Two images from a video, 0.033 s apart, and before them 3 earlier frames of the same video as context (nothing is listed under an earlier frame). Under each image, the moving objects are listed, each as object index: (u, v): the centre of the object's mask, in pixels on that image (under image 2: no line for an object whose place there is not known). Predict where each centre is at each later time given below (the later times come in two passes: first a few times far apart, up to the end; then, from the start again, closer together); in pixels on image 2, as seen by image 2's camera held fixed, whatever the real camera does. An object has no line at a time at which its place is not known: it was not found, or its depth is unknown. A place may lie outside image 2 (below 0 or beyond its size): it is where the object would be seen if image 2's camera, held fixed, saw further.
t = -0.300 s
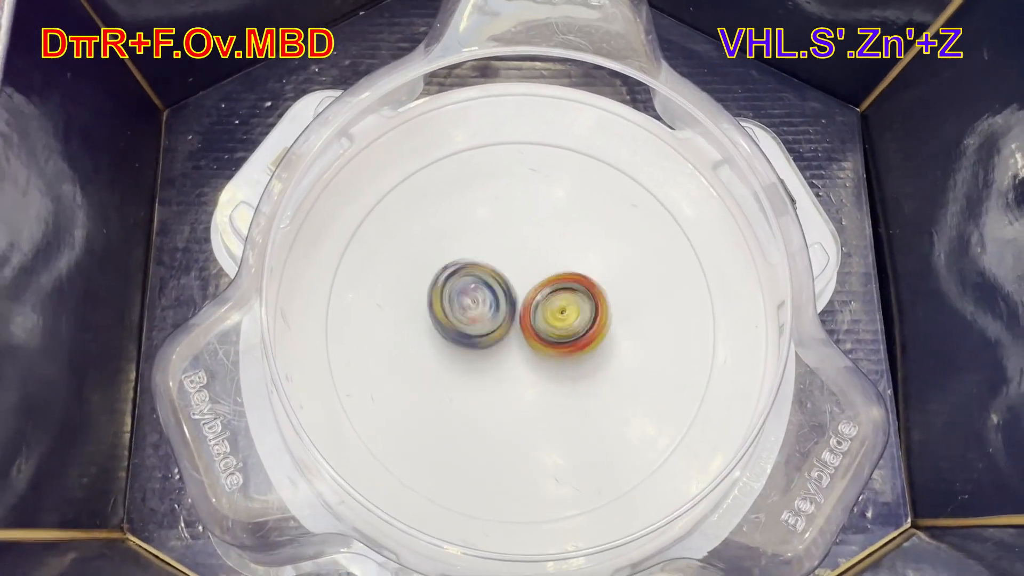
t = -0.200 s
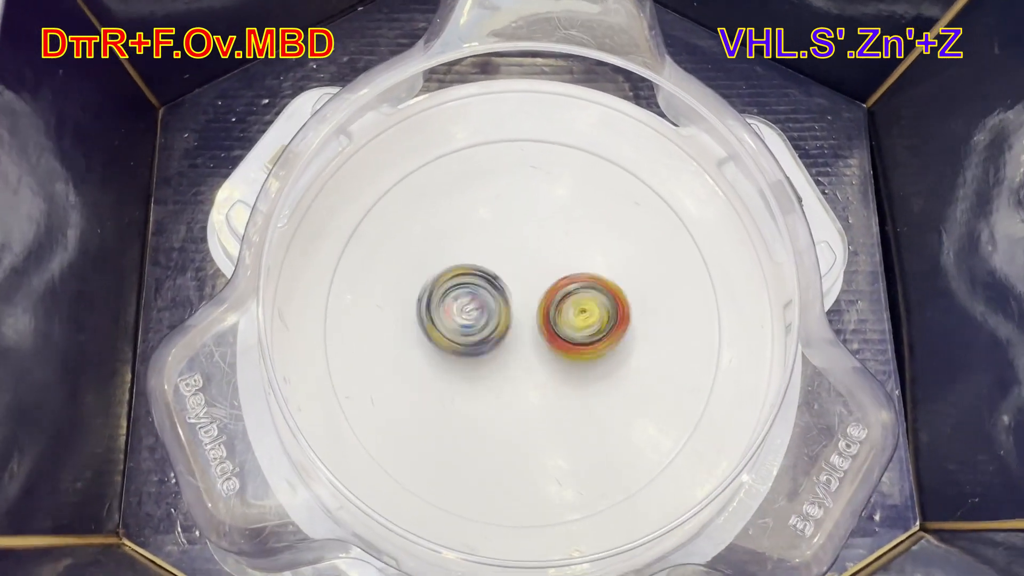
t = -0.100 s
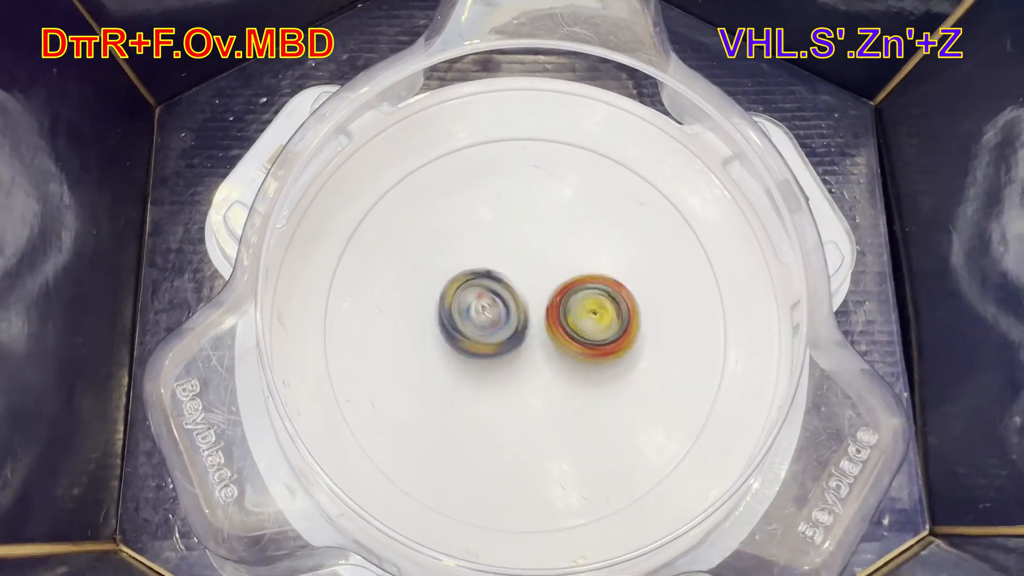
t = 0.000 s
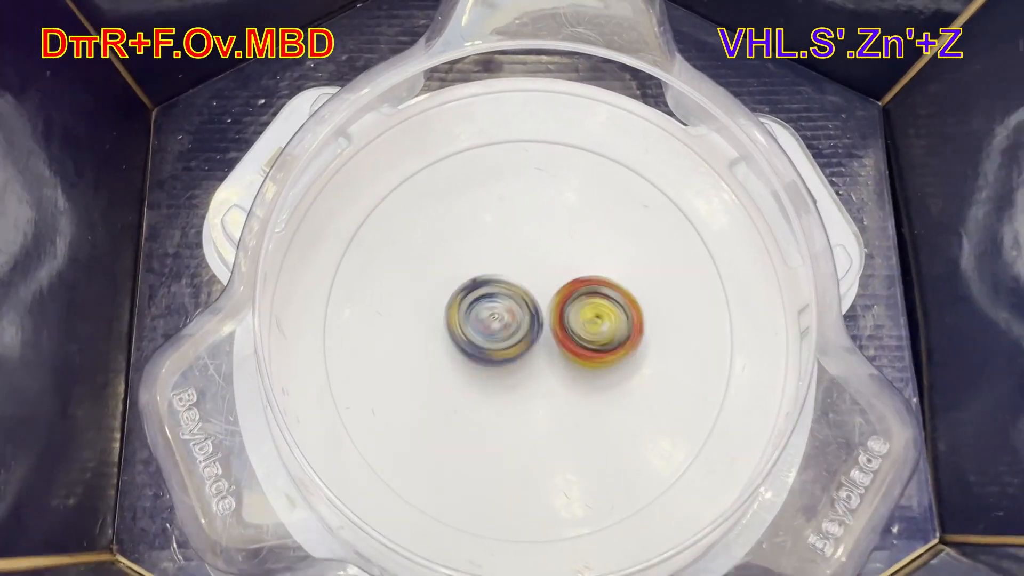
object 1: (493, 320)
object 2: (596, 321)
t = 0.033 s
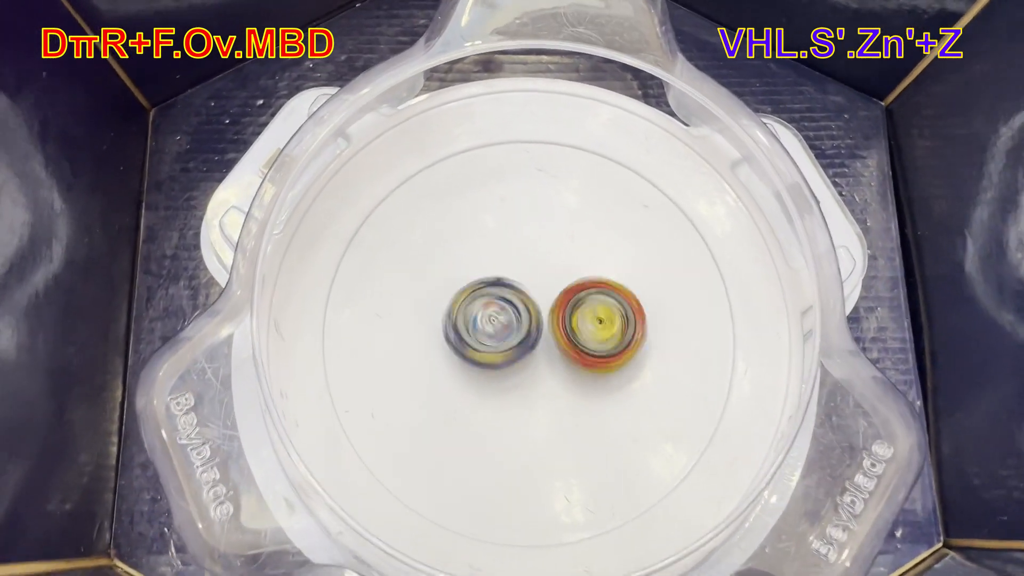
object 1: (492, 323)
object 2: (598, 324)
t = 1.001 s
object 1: (477, 322)
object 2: (576, 329)
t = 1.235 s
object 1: (478, 318)
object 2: (575, 339)
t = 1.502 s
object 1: (467, 312)
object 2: (580, 344)
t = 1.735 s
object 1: (473, 303)
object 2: (573, 333)
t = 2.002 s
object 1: (473, 307)
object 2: (579, 340)
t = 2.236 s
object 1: (487, 315)
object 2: (581, 333)
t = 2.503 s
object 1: (484, 317)
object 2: (583, 323)
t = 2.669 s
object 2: (588, 326)
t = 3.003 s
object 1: (473, 309)
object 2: (580, 336)
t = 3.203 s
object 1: (475, 311)
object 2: (564, 339)
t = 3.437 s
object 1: (479, 304)
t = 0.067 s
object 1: (492, 322)
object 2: (598, 324)
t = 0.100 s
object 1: (493, 321)
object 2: (597, 326)
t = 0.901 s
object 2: (583, 322)
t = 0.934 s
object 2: (581, 324)
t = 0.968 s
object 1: (474, 324)
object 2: (578, 326)
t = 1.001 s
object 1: (477, 322)
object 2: (576, 329)
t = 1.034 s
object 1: (475, 320)
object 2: (580, 332)
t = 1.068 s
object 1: (473, 319)
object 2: (581, 334)
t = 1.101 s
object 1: (471, 319)
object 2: (581, 334)
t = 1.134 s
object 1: (471, 320)
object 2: (580, 335)
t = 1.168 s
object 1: (473, 321)
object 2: (577, 337)
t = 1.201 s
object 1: (476, 320)
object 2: (575, 338)
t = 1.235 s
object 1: (478, 318)
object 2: (575, 339)
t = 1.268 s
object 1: (475, 313)
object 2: (577, 340)
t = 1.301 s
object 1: (471, 310)
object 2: (579, 340)
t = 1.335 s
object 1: (468, 310)
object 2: (578, 340)
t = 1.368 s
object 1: (471, 311)
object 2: (577, 340)
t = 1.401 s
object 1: (475, 312)
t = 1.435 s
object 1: (475, 310)
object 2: (575, 342)
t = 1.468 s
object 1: (470, 310)
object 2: (578, 344)
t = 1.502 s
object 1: (467, 312)
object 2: (580, 344)
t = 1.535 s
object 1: (469, 313)
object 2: (580, 343)
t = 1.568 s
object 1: (473, 312)
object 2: (579, 343)
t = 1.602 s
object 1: (478, 308)
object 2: (578, 342)
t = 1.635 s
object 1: (480, 304)
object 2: (576, 340)
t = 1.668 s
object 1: (480, 302)
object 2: (574, 337)
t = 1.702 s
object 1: (477, 302)
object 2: (573, 334)
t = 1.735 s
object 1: (473, 303)
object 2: (573, 333)
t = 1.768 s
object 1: (475, 308)
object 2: (572, 332)
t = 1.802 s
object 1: (476, 311)
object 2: (575, 332)
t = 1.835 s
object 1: (477, 312)
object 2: (576, 333)
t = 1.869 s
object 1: (479, 311)
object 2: (575, 332)
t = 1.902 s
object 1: (480, 309)
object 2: (574, 332)
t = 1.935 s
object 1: (479, 308)
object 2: (573, 333)
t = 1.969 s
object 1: (479, 308)
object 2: (573, 335)
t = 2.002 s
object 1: (473, 307)
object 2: (579, 340)
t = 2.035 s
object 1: (468, 309)
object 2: (580, 344)
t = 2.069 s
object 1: (467, 314)
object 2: (580, 343)
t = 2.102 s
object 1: (470, 319)
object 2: (580, 341)
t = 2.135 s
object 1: (478, 321)
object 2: (580, 337)
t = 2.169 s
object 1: (482, 321)
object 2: (582, 335)
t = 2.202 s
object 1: (486, 318)
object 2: (583, 333)
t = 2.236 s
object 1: (487, 315)
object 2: (581, 333)
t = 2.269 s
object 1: (481, 311)
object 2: (584, 333)
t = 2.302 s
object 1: (475, 309)
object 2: (585, 332)
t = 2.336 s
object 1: (471, 310)
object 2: (584, 332)
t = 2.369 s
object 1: (470, 312)
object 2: (582, 330)
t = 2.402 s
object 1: (472, 315)
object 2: (581, 328)
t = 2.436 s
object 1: (478, 317)
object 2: (580, 326)
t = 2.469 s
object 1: (482, 318)
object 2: (581, 325)
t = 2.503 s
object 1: (484, 317)
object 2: (583, 323)
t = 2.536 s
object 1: (485, 316)
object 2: (583, 322)
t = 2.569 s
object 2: (583, 323)
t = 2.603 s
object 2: (583, 324)
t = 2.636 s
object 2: (586, 325)
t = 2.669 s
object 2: (588, 326)
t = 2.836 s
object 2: (579, 324)
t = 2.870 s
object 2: (581, 326)
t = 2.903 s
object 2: (583, 328)
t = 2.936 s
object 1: (471, 321)
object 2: (582, 331)
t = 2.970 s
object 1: (472, 315)
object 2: (582, 333)
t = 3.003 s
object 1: (473, 309)
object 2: (580, 336)
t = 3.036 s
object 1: (473, 305)
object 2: (578, 339)
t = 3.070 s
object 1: (475, 303)
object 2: (573, 342)
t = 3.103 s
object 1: (478, 303)
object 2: (568, 342)
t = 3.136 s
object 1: (477, 305)
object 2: (564, 341)
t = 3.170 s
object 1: (477, 309)
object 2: (563, 339)
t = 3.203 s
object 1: (475, 311)
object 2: (564, 339)
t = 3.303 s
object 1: (470, 305)
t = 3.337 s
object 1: (471, 304)
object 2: (568, 345)
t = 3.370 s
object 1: (473, 304)
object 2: (567, 345)
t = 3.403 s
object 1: (476, 305)
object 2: (567, 343)
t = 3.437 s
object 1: (479, 304)
